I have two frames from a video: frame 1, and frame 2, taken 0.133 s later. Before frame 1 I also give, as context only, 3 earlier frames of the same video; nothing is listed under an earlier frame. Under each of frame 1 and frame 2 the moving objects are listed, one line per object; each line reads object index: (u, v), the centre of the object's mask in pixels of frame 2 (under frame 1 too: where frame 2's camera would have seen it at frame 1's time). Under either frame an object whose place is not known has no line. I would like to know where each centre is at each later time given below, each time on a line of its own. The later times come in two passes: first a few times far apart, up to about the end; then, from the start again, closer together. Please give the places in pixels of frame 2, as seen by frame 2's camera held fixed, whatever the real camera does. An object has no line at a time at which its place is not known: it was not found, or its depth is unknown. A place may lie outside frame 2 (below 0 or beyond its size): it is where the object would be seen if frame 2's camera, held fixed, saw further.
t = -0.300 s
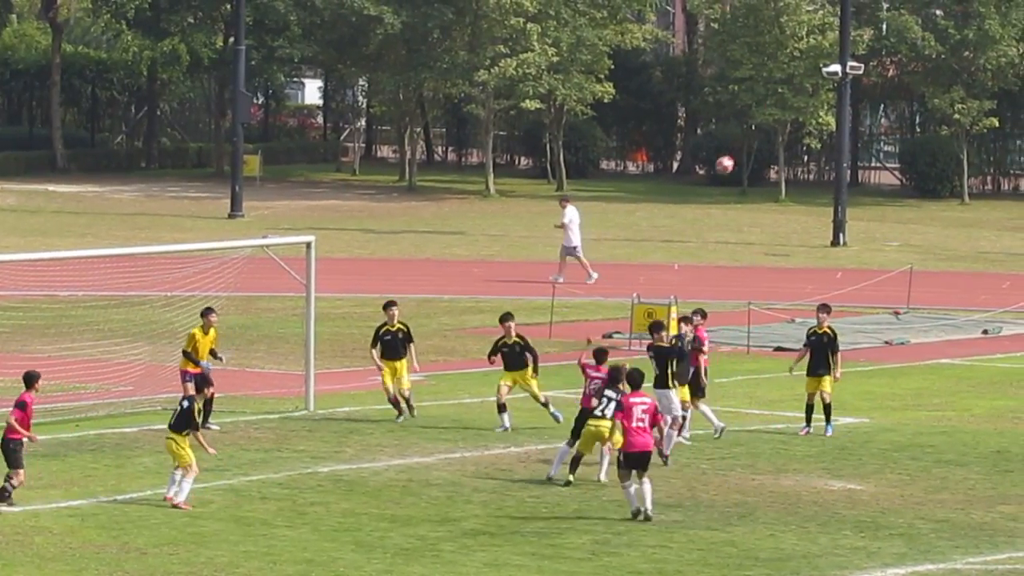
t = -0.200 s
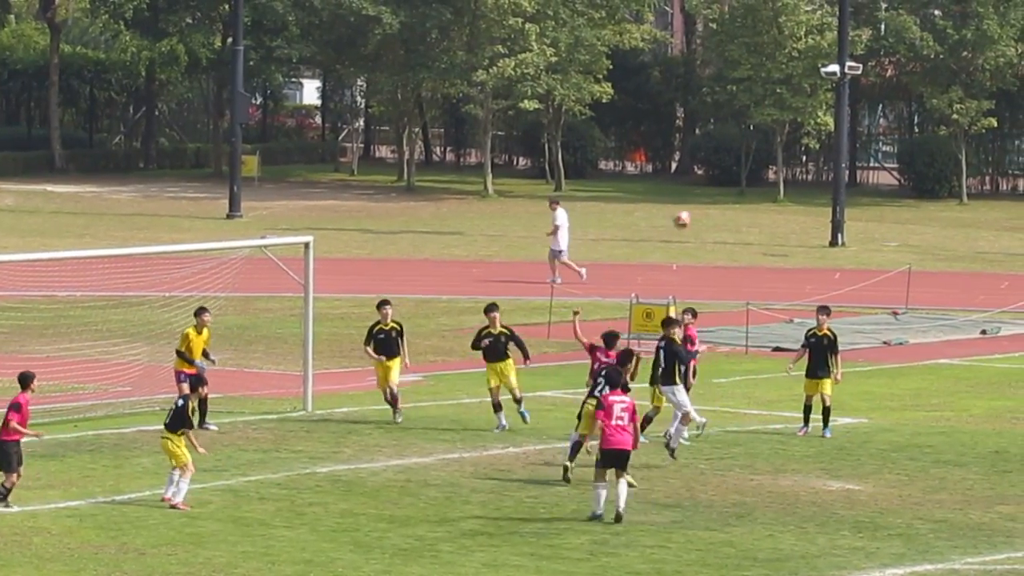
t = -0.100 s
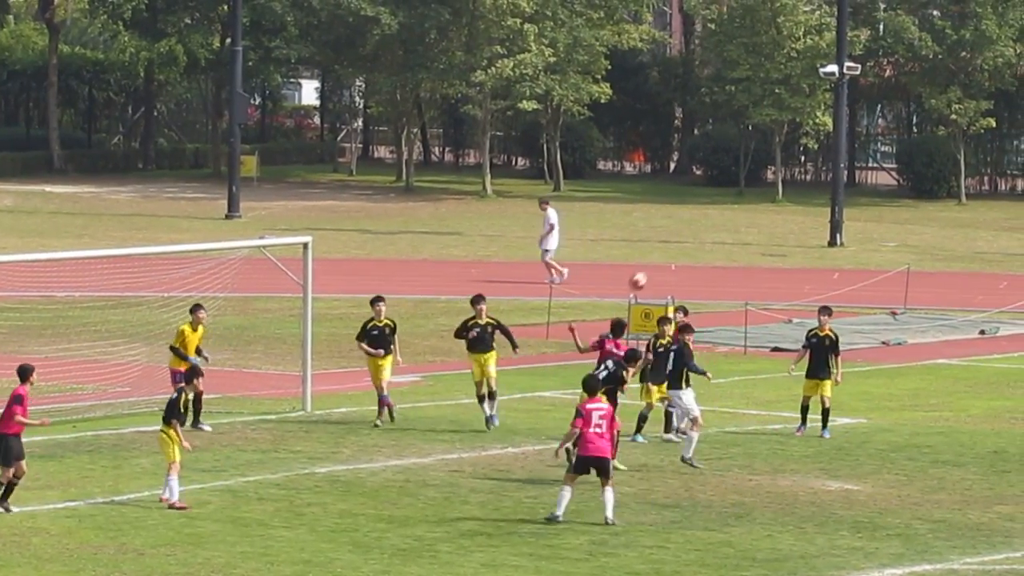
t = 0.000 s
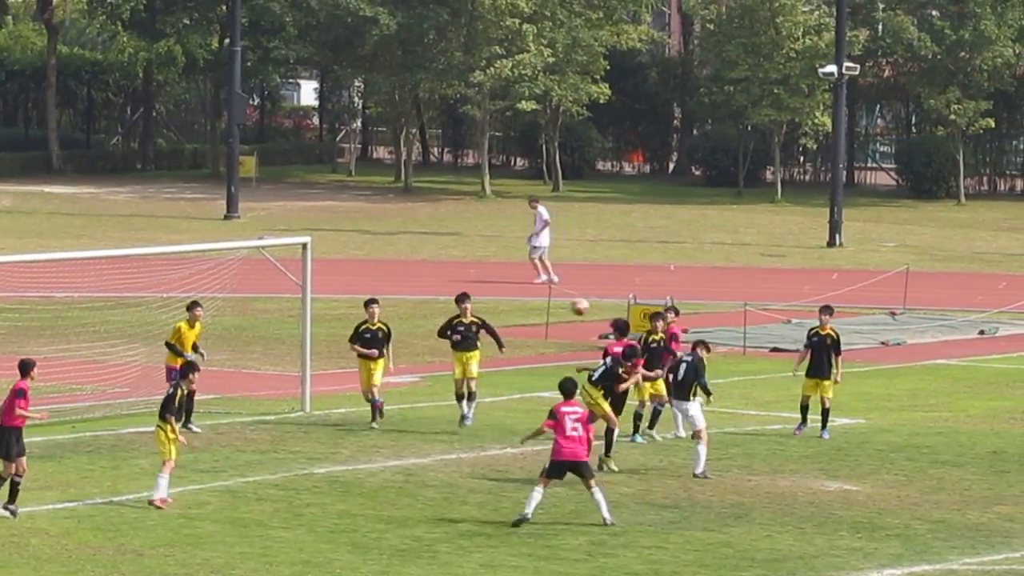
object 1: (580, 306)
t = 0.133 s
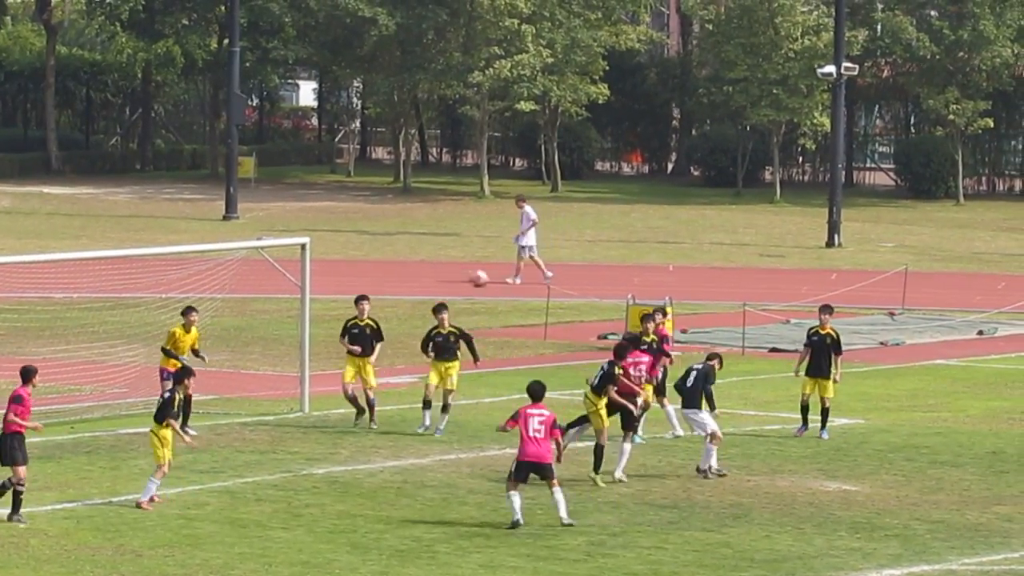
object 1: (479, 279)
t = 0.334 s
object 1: (331, 266)
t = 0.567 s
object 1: (159, 295)
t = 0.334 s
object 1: (331, 266)
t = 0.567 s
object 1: (159, 295)
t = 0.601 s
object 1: (135, 303)
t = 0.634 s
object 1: (110, 311)
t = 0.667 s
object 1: (85, 321)
